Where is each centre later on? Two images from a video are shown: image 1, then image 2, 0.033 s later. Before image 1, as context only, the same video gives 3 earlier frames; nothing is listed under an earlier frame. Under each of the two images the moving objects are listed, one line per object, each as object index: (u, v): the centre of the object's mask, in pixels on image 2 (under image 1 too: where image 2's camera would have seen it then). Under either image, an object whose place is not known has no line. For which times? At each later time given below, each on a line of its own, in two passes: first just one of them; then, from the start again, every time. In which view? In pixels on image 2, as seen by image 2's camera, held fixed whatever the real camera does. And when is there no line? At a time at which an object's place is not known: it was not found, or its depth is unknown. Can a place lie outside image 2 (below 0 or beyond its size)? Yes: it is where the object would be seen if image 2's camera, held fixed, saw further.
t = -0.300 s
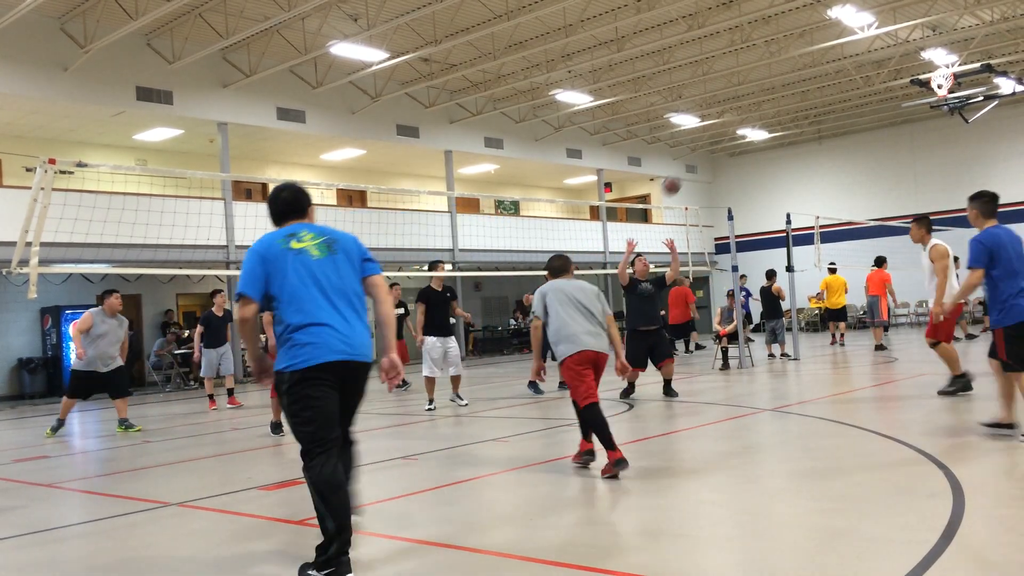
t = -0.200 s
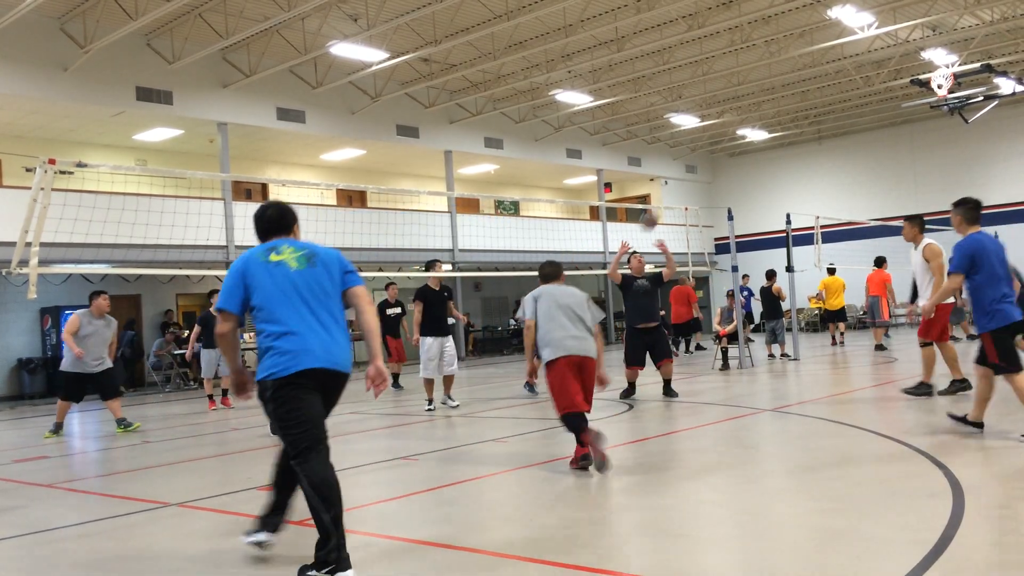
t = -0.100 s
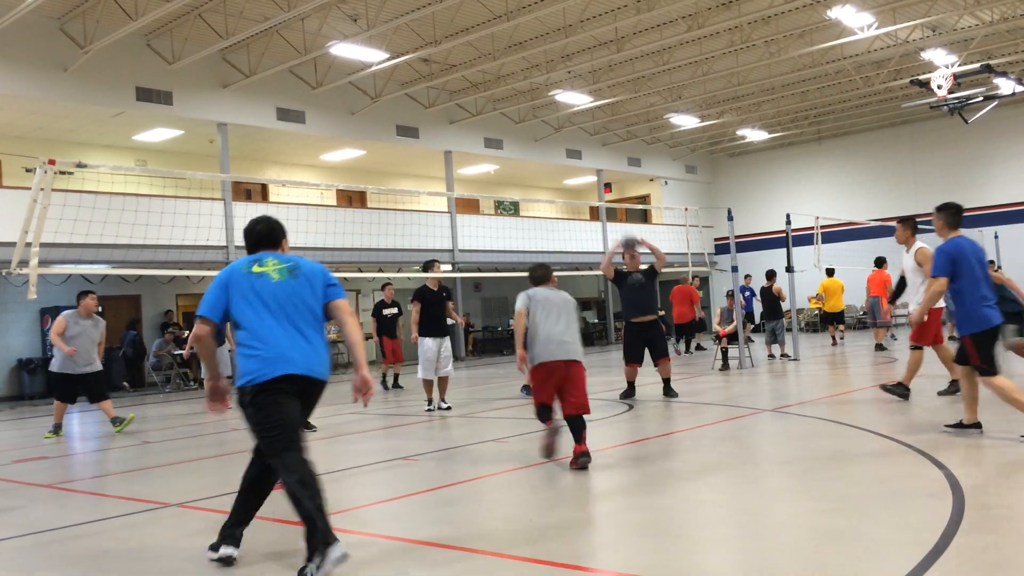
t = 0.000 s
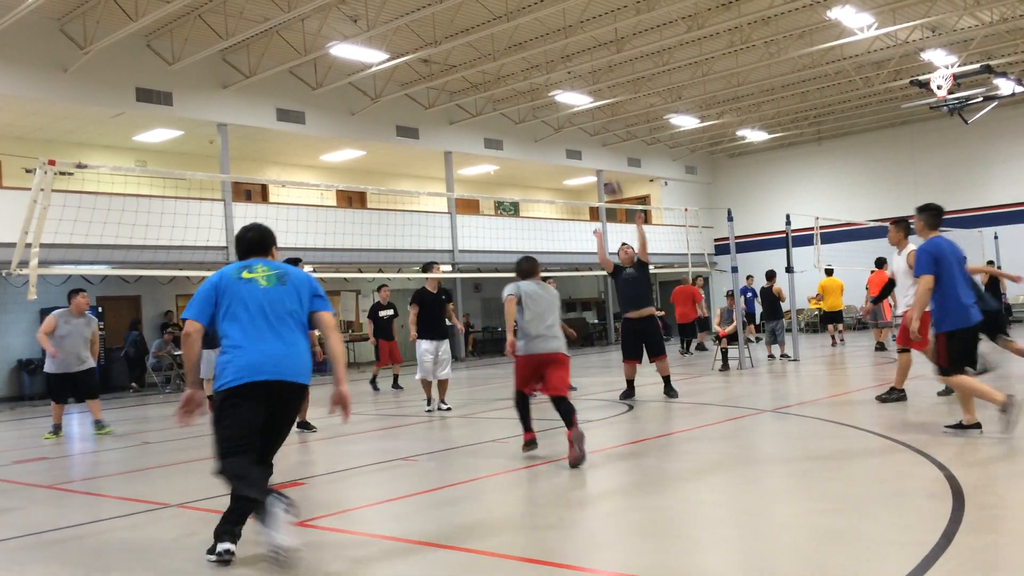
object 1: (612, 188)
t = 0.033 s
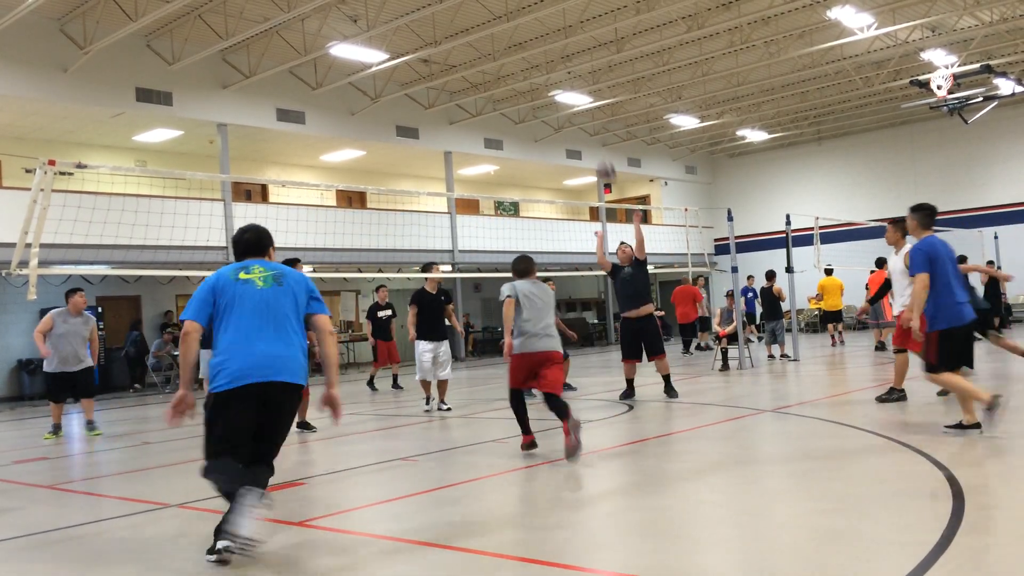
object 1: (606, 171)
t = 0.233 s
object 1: (573, 85)
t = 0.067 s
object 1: (600, 155)
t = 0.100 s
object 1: (595, 142)
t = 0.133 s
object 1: (589, 126)
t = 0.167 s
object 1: (586, 114)
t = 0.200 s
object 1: (577, 99)
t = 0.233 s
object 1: (573, 85)
